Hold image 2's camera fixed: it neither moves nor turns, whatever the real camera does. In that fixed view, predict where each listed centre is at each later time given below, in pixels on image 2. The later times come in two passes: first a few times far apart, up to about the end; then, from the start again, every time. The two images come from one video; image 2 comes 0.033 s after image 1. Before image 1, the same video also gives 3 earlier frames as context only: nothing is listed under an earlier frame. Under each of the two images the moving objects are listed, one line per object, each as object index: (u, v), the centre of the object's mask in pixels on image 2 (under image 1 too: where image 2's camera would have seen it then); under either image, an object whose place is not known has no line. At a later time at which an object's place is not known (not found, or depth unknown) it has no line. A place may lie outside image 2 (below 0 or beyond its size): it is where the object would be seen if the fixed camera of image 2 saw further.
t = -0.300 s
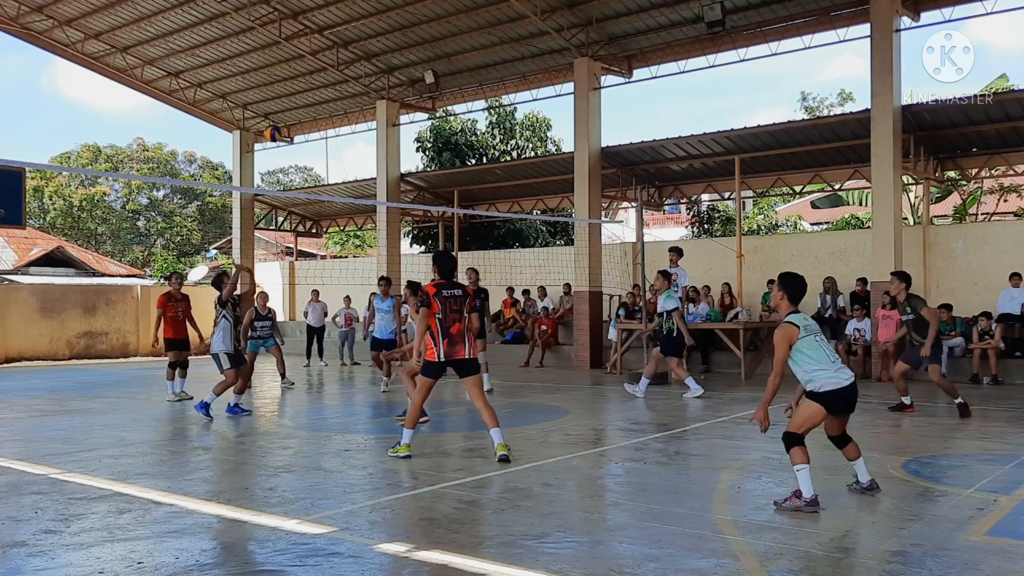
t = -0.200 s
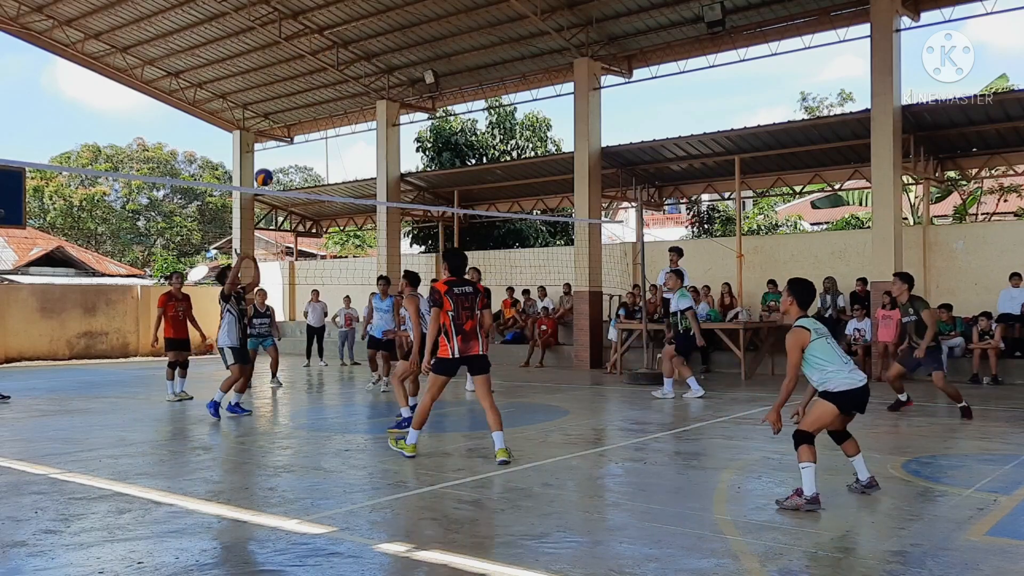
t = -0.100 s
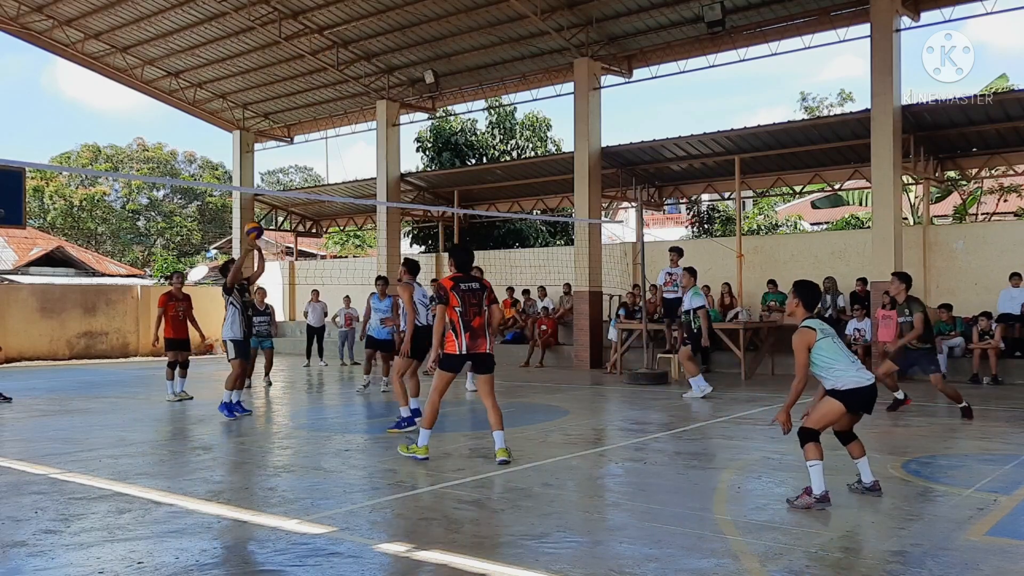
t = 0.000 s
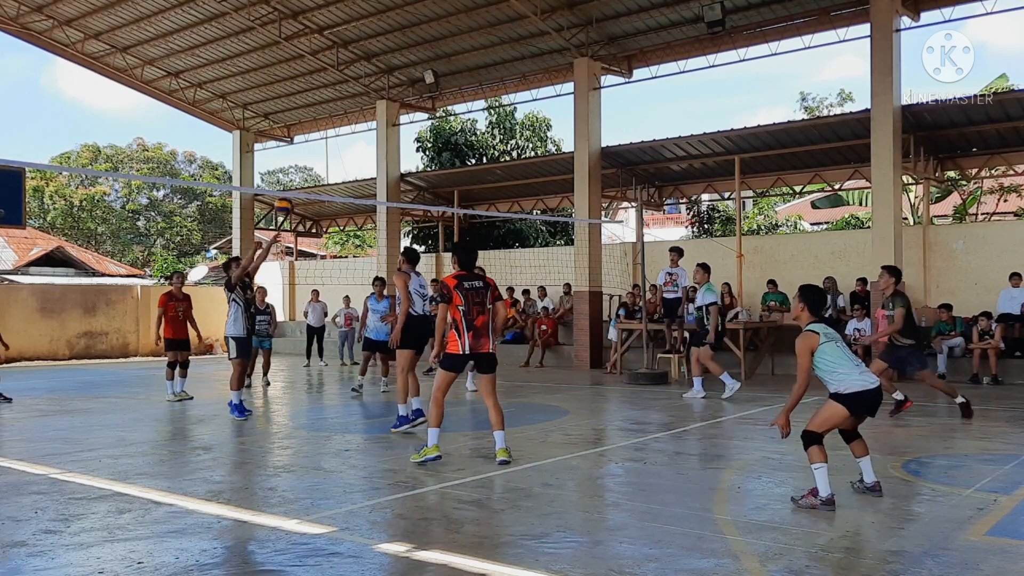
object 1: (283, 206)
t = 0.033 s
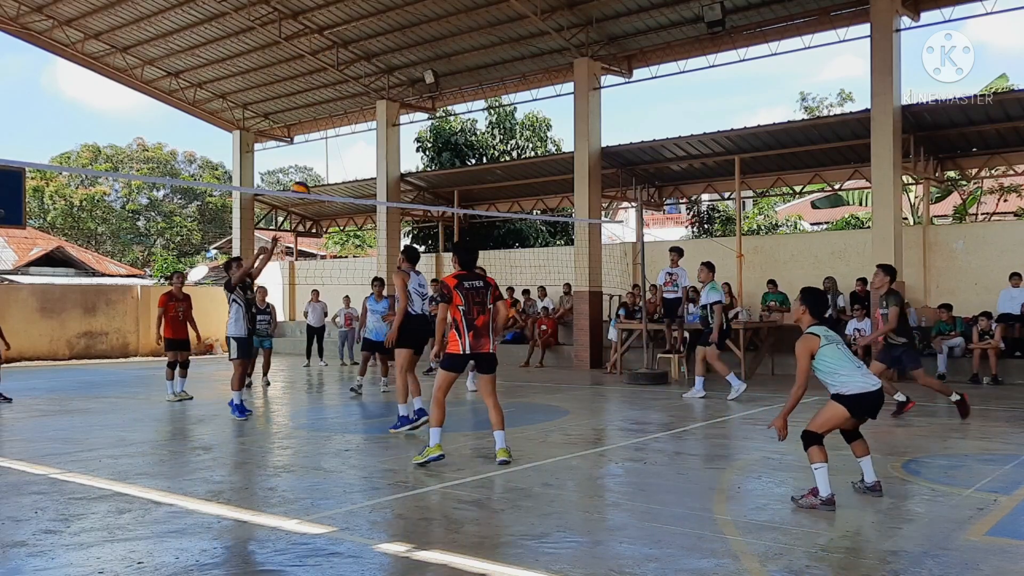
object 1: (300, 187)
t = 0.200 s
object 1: (384, 122)
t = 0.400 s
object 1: (494, 69)
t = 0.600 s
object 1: (617, 51)
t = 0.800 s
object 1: (756, 77)
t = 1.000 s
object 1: (917, 158)
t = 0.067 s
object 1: (316, 175)
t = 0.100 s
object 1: (333, 161)
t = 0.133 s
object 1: (349, 147)
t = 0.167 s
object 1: (367, 134)
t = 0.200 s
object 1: (384, 122)
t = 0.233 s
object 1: (402, 111)
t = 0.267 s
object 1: (419, 101)
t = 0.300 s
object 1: (437, 91)
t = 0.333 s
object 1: (455, 83)
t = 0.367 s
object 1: (475, 76)
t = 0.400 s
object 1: (494, 69)
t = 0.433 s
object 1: (514, 63)
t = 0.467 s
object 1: (533, 59)
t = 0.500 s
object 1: (553, 54)
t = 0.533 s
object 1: (574, 52)
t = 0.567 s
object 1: (595, 50)
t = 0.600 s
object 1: (617, 51)
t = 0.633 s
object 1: (639, 52)
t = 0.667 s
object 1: (661, 54)
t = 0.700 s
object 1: (684, 58)
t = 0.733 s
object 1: (707, 62)
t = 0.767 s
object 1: (731, 69)
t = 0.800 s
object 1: (756, 77)
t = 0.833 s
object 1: (781, 86)
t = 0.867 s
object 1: (807, 97)
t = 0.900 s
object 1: (834, 109)
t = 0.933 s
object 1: (861, 124)
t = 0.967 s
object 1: (889, 140)
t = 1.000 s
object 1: (917, 158)
